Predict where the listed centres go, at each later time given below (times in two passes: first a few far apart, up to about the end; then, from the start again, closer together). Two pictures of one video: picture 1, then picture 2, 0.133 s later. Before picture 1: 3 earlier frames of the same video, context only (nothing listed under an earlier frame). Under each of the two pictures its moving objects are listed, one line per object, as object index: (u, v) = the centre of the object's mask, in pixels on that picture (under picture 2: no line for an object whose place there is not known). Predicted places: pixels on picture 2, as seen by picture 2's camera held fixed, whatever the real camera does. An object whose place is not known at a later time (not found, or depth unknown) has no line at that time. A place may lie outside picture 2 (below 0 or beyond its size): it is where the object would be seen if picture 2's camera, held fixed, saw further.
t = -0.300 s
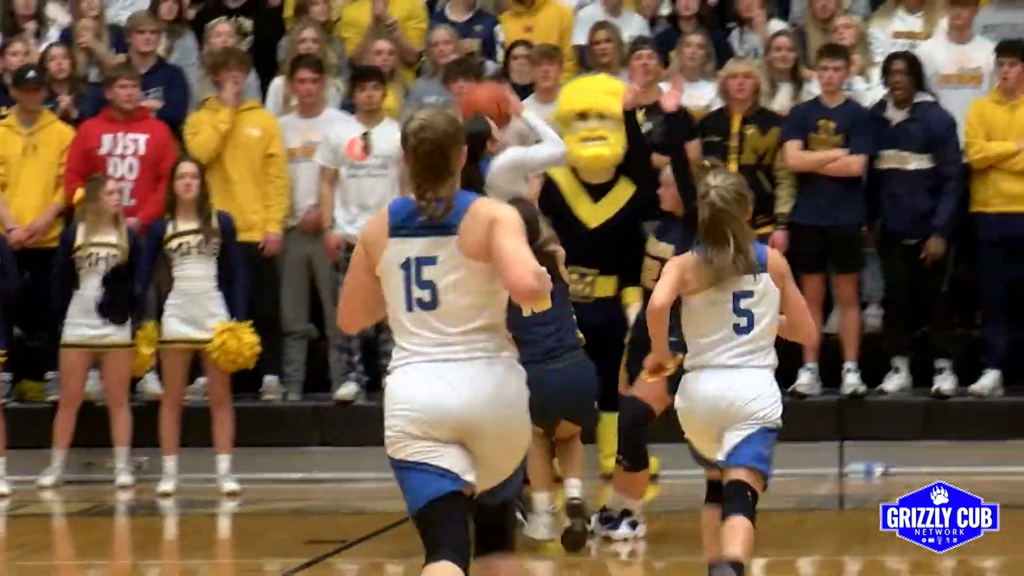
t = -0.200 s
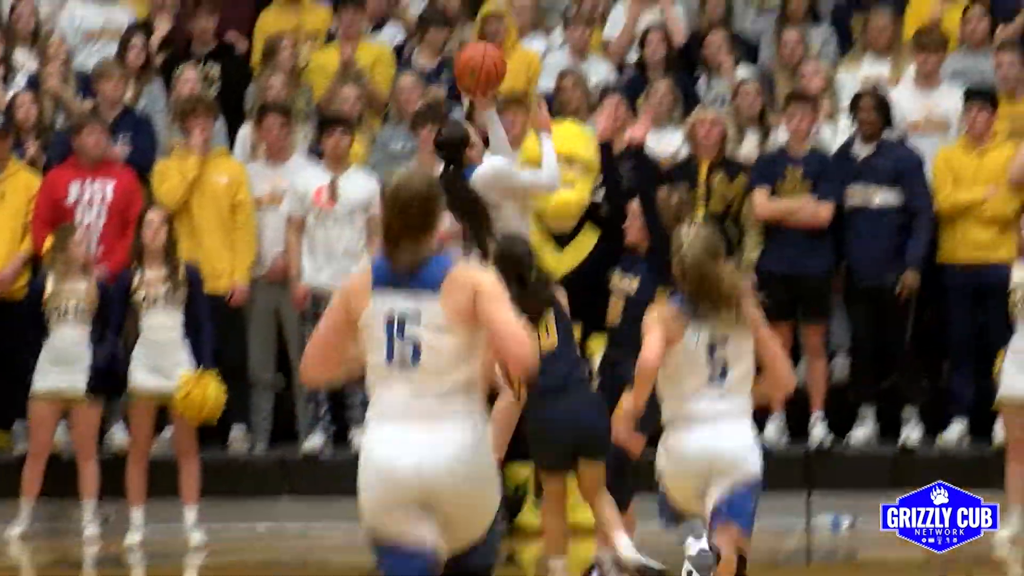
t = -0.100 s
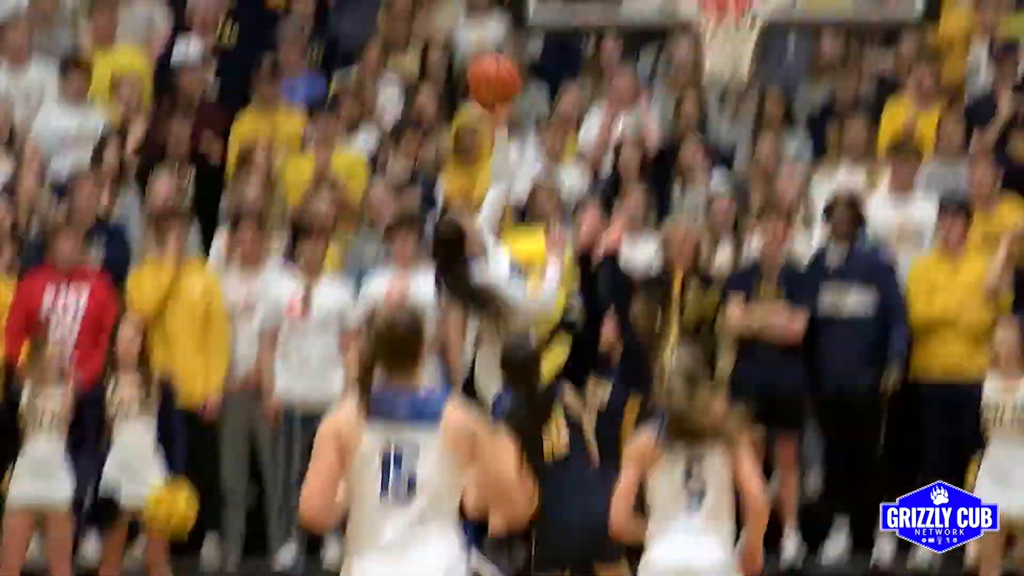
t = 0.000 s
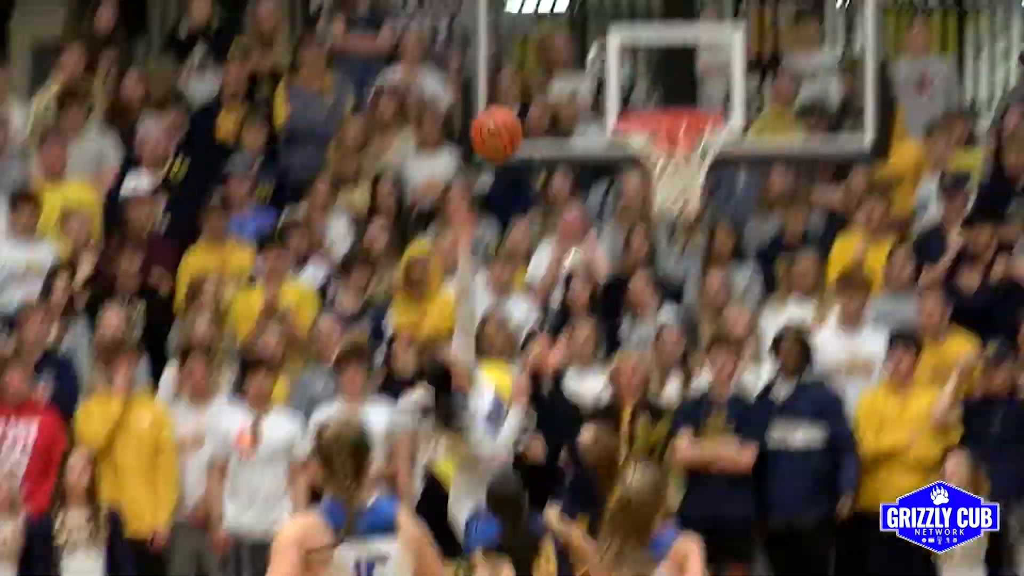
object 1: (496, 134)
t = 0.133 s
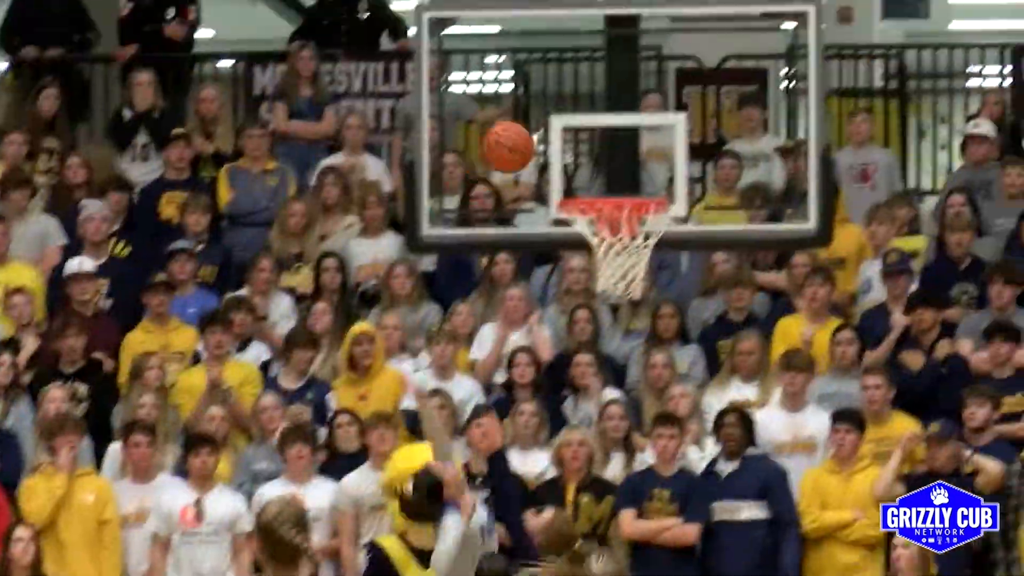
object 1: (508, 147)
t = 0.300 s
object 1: (577, 119)
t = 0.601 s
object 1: (624, 173)
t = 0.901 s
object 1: (631, 179)
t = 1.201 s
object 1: (580, 227)
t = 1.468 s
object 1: (628, 301)
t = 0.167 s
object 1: (524, 136)
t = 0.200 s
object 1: (544, 129)
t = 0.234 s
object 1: (558, 123)
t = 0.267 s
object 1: (568, 120)
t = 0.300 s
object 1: (577, 119)
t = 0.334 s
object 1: (587, 120)
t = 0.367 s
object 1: (596, 126)
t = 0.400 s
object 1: (605, 132)
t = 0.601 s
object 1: (624, 173)
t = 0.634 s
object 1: (616, 172)
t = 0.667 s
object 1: (607, 175)
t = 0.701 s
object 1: (600, 177)
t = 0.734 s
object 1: (593, 180)
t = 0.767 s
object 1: (600, 178)
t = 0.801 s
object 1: (607, 175)
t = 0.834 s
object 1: (615, 175)
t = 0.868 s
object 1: (623, 176)
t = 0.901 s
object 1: (631, 179)
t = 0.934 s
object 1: (639, 182)
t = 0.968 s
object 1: (637, 186)
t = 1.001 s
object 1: (628, 188)
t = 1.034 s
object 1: (620, 189)
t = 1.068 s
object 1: (613, 193)
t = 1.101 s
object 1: (600, 222)
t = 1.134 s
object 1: (593, 225)
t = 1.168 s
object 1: (583, 228)
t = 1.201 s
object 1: (580, 227)
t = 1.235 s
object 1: (578, 230)
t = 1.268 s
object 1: (583, 230)
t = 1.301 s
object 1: (588, 236)
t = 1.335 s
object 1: (599, 243)
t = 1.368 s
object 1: (608, 254)
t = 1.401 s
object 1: (610, 256)
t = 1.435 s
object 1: (617, 283)
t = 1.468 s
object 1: (628, 301)
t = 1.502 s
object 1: (632, 313)
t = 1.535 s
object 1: (639, 330)
